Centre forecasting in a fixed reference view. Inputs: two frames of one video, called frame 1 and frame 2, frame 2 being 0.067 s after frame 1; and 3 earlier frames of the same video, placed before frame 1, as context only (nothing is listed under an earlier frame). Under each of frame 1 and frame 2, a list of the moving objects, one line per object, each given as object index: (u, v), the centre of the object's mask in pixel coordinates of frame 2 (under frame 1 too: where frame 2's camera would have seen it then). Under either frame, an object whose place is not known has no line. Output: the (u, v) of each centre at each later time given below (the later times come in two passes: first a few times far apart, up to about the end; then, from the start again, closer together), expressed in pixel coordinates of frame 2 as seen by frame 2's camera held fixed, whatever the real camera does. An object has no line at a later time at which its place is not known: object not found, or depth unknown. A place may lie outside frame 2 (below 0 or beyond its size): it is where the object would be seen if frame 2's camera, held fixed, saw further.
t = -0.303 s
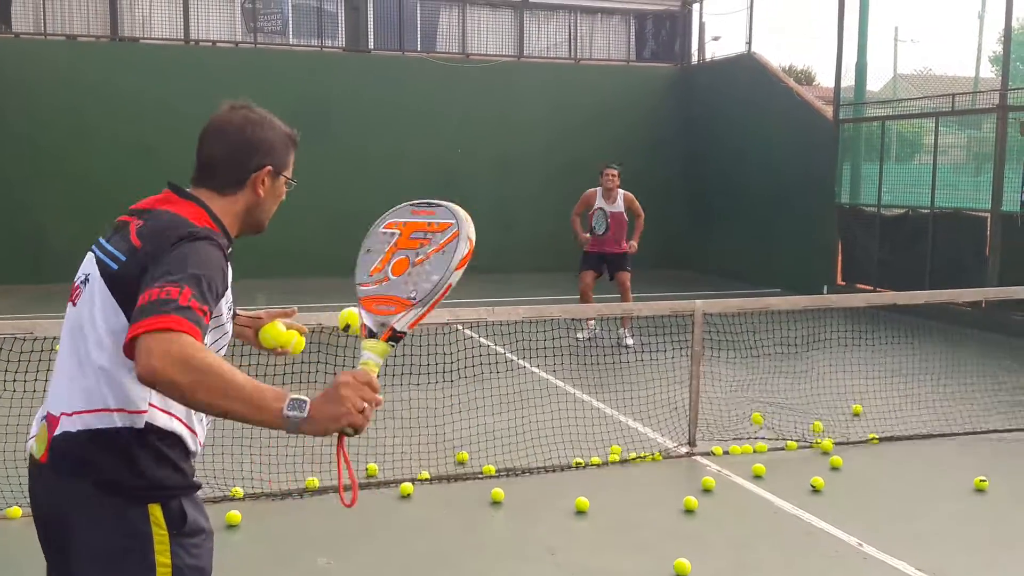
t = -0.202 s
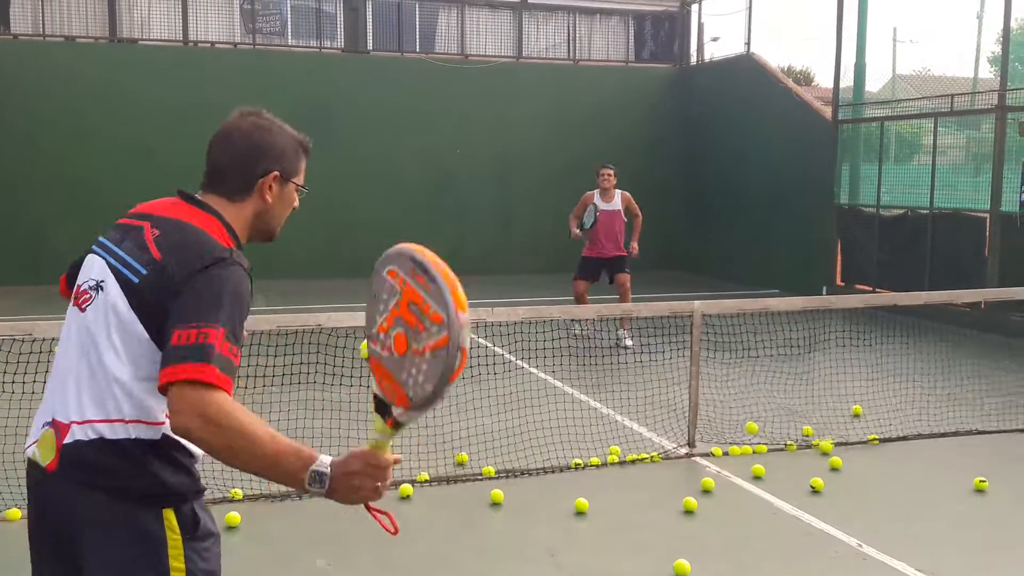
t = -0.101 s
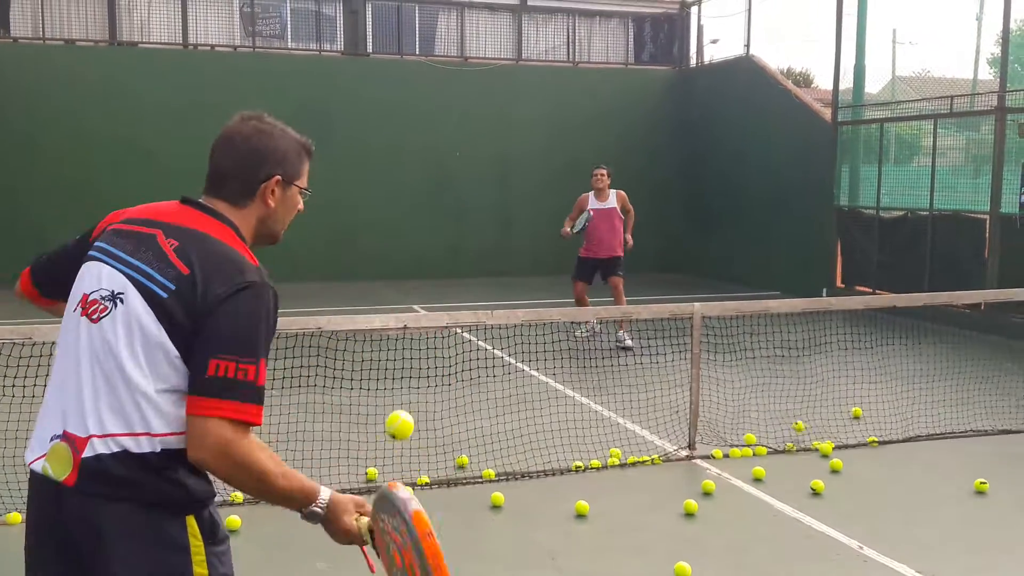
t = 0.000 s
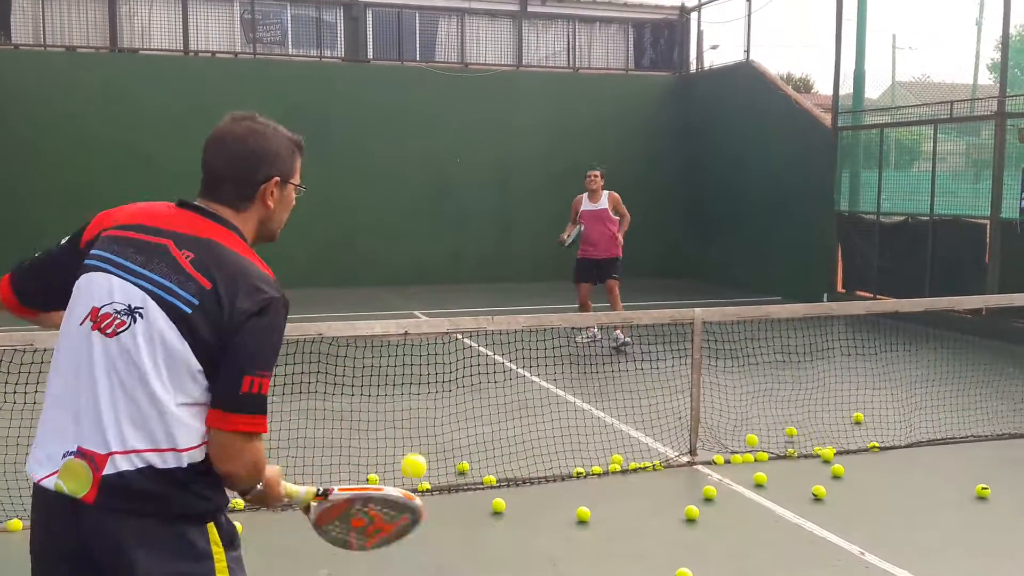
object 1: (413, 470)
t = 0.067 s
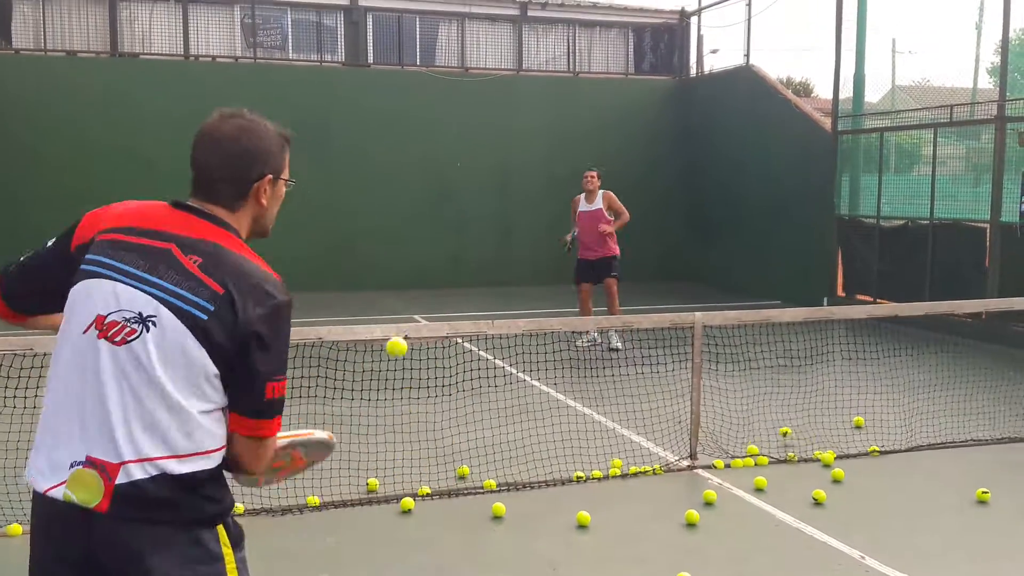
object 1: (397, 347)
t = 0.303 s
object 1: (373, 202)
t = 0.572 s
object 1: (369, 212)
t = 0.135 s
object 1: (386, 276)
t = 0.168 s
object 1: (382, 251)
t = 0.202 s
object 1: (379, 233)
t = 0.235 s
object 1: (377, 219)
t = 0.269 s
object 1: (375, 210)
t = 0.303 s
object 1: (373, 202)
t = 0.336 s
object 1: (372, 198)
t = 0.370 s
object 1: (371, 196)
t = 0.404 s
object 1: (370, 196)
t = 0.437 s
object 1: (370, 197)
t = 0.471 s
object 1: (370, 199)
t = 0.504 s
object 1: (369, 202)
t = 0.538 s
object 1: (369, 207)
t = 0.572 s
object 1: (369, 212)
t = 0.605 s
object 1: (369, 218)
